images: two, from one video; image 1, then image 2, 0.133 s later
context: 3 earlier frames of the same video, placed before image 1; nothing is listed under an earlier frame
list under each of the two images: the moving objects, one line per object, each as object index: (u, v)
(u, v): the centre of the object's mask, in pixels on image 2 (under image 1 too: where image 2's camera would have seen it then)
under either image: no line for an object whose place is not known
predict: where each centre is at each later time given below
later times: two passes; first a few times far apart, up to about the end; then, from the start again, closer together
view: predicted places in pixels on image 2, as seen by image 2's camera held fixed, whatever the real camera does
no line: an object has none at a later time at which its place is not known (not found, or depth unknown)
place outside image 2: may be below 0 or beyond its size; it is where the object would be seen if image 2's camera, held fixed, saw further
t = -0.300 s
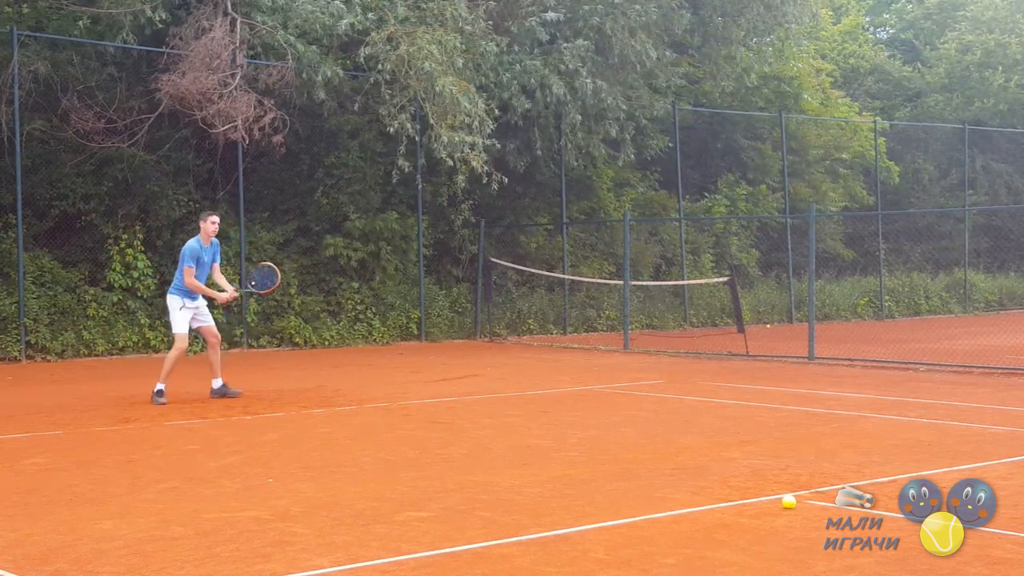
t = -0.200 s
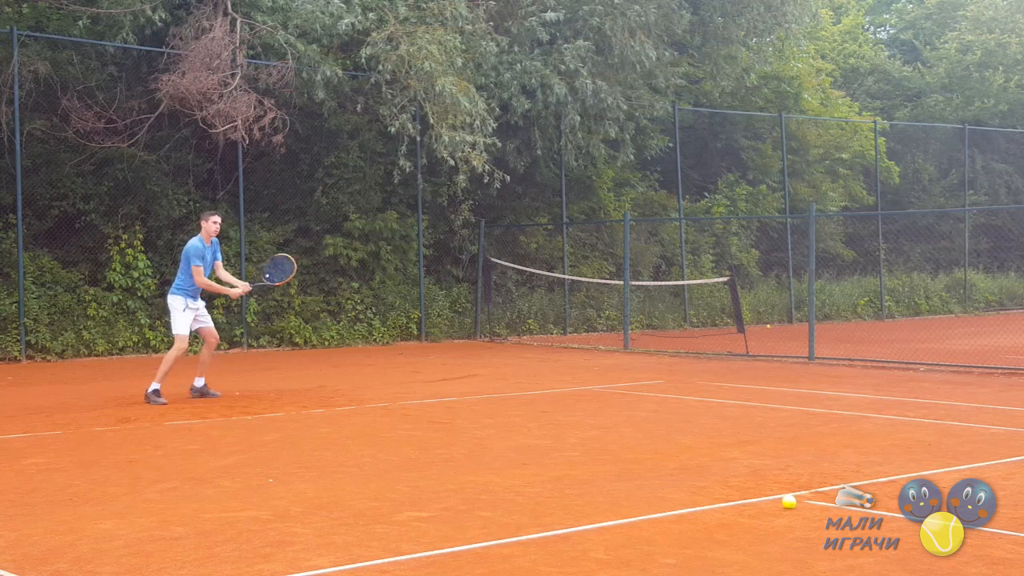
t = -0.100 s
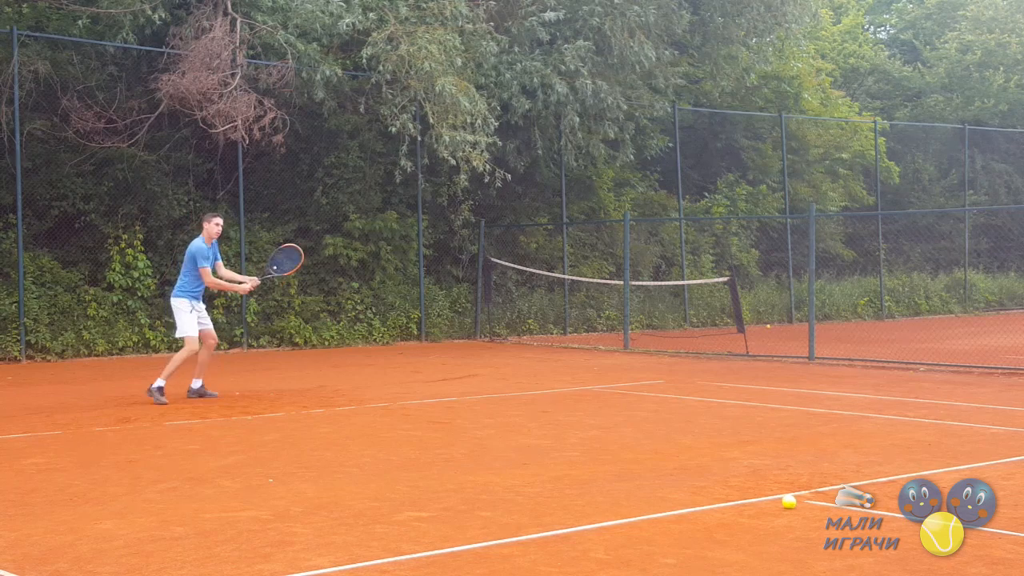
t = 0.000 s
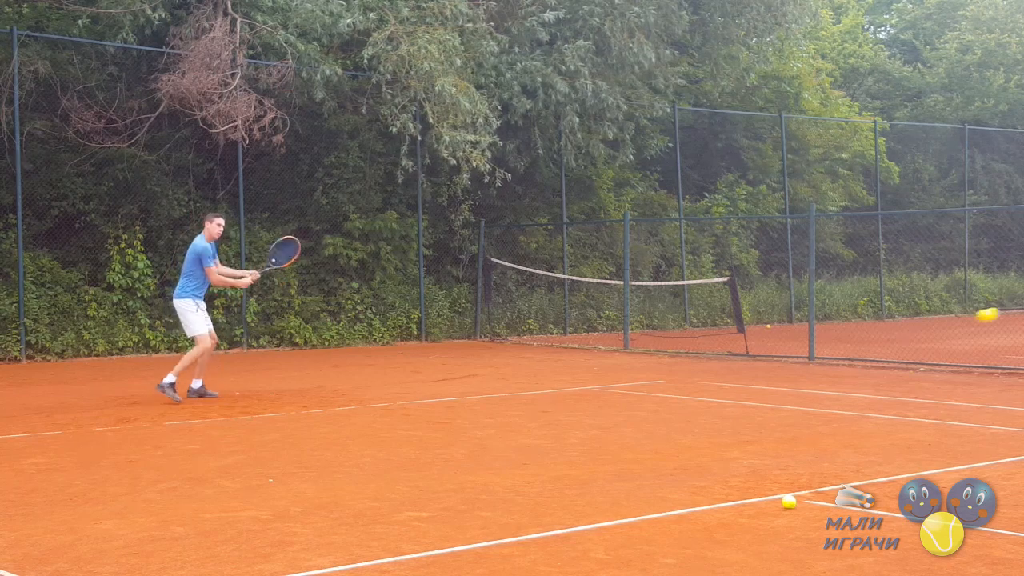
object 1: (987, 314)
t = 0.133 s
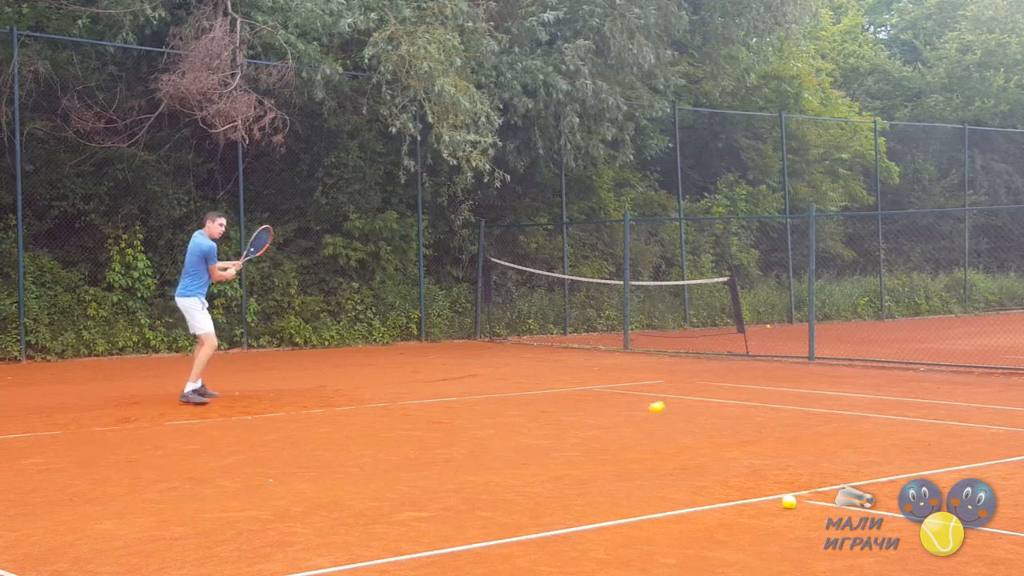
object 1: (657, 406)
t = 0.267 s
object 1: (494, 365)
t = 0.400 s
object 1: (389, 299)
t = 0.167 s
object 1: (596, 429)
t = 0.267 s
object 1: (494, 365)
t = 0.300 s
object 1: (466, 345)
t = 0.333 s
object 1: (439, 328)
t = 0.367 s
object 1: (413, 313)
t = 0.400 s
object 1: (389, 299)
